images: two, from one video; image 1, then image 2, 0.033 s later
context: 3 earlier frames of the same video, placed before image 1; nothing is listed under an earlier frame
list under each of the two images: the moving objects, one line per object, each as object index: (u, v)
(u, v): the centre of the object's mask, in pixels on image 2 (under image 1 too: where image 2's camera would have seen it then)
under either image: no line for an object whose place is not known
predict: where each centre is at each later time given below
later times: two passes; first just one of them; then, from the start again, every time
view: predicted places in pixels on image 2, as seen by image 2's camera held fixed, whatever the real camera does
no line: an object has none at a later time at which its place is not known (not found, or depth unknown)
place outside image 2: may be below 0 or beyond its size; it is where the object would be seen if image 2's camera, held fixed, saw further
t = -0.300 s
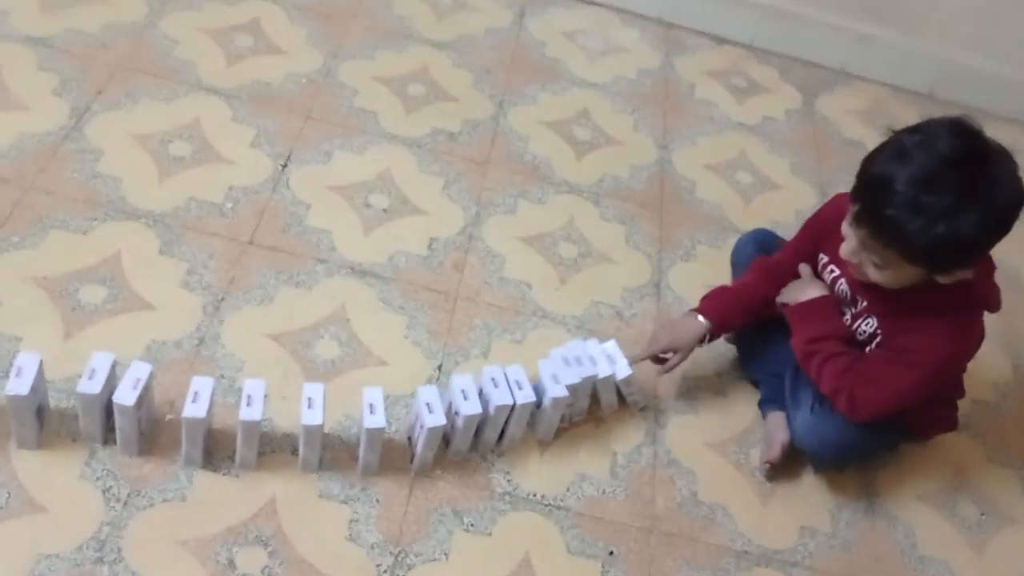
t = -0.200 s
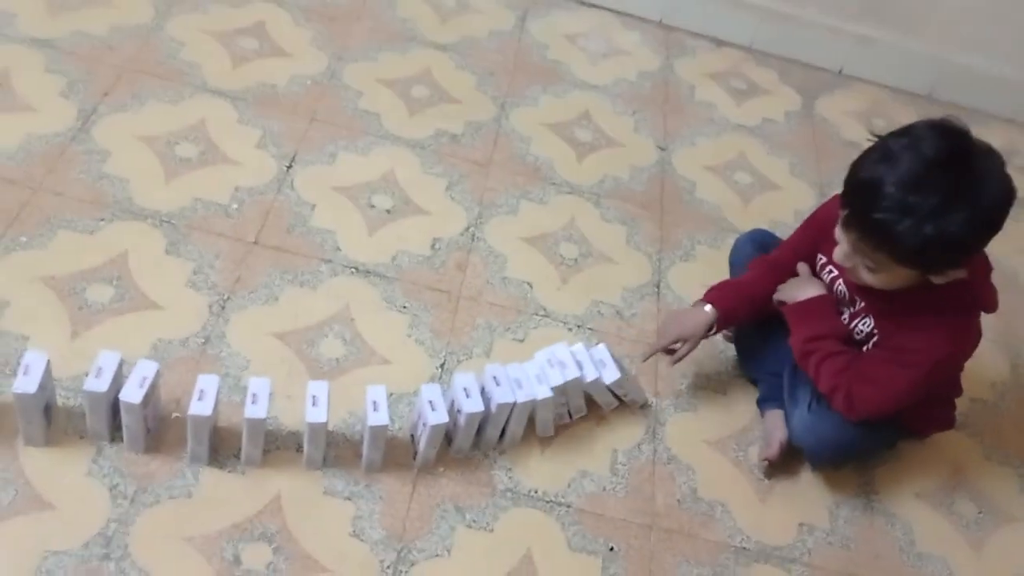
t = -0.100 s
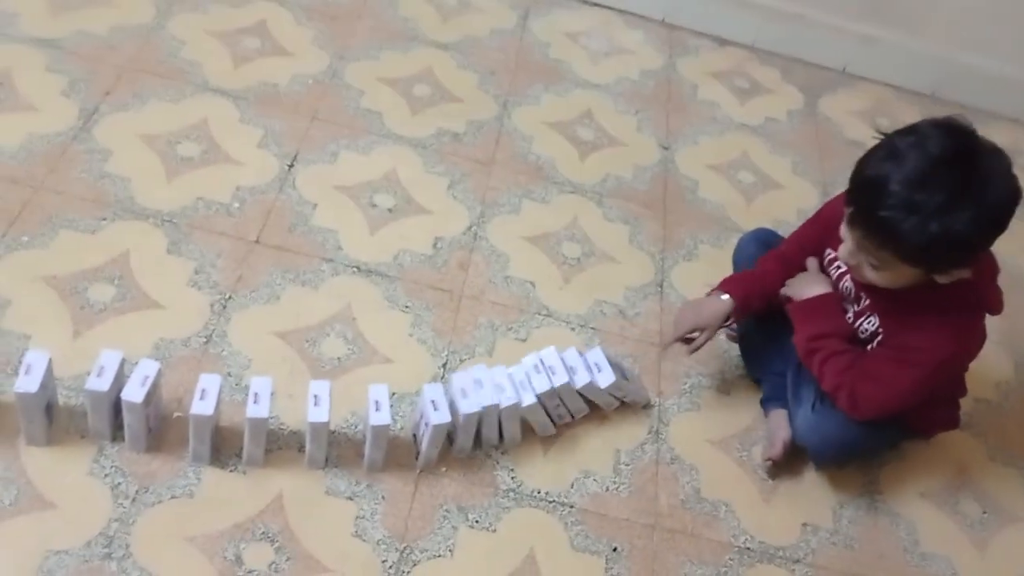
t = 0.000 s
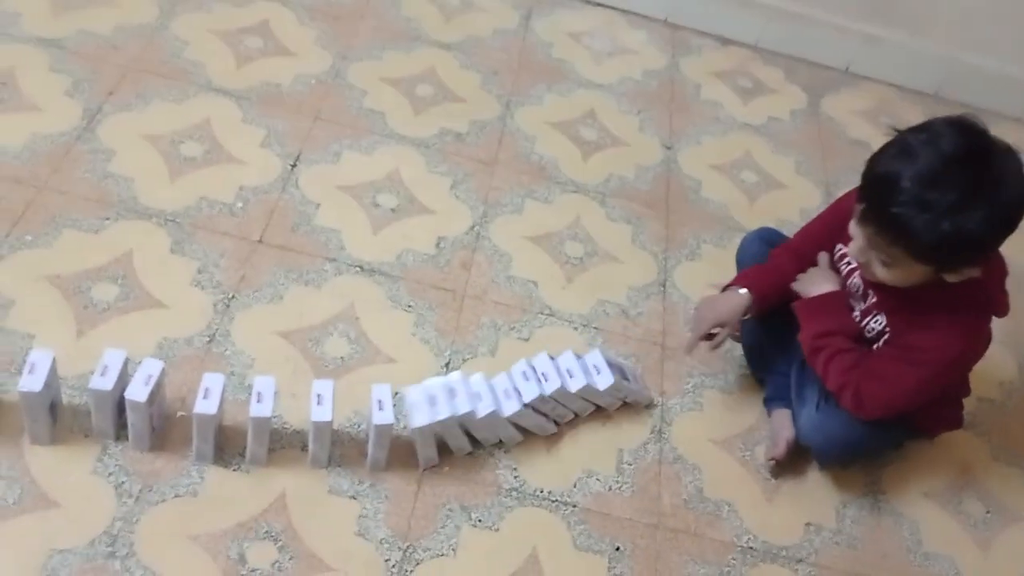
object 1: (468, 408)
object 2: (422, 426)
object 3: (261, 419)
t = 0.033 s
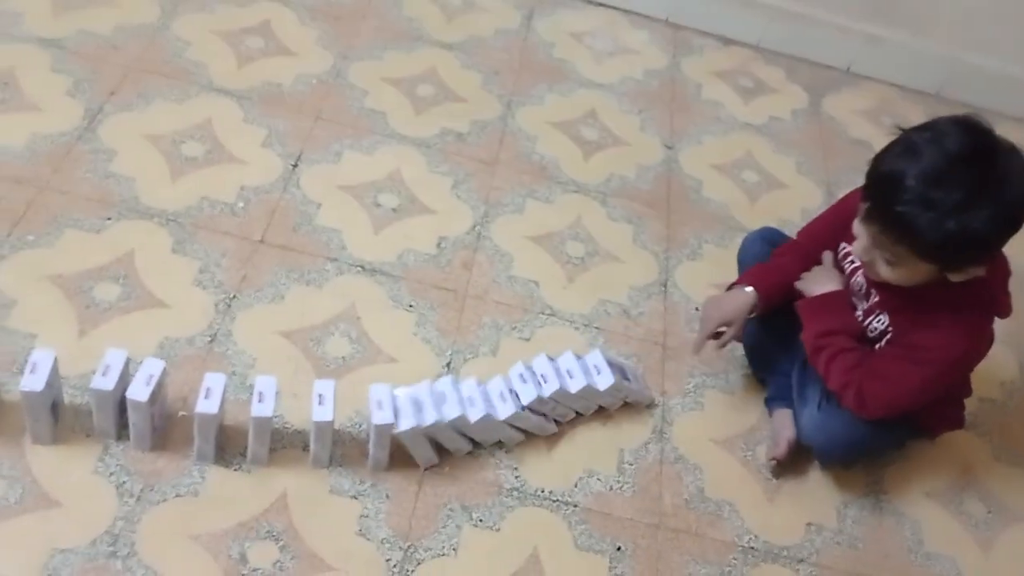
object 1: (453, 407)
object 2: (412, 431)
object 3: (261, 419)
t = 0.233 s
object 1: (442, 413)
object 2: (377, 444)
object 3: (234, 420)
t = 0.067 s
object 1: (449, 411)
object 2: (403, 432)
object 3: (261, 419)
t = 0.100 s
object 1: (443, 412)
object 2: (392, 437)
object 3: (261, 419)
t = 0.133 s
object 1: (442, 413)
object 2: (384, 439)
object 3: (261, 420)
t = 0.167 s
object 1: (442, 412)
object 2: (381, 442)
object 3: (257, 418)
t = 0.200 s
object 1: (441, 412)
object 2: (379, 444)
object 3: (244, 419)
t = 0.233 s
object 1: (442, 413)
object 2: (377, 444)
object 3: (234, 420)
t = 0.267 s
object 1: (442, 413)
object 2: (377, 444)
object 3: (224, 422)
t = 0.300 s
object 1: (441, 413)
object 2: (377, 444)
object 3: (214, 423)
